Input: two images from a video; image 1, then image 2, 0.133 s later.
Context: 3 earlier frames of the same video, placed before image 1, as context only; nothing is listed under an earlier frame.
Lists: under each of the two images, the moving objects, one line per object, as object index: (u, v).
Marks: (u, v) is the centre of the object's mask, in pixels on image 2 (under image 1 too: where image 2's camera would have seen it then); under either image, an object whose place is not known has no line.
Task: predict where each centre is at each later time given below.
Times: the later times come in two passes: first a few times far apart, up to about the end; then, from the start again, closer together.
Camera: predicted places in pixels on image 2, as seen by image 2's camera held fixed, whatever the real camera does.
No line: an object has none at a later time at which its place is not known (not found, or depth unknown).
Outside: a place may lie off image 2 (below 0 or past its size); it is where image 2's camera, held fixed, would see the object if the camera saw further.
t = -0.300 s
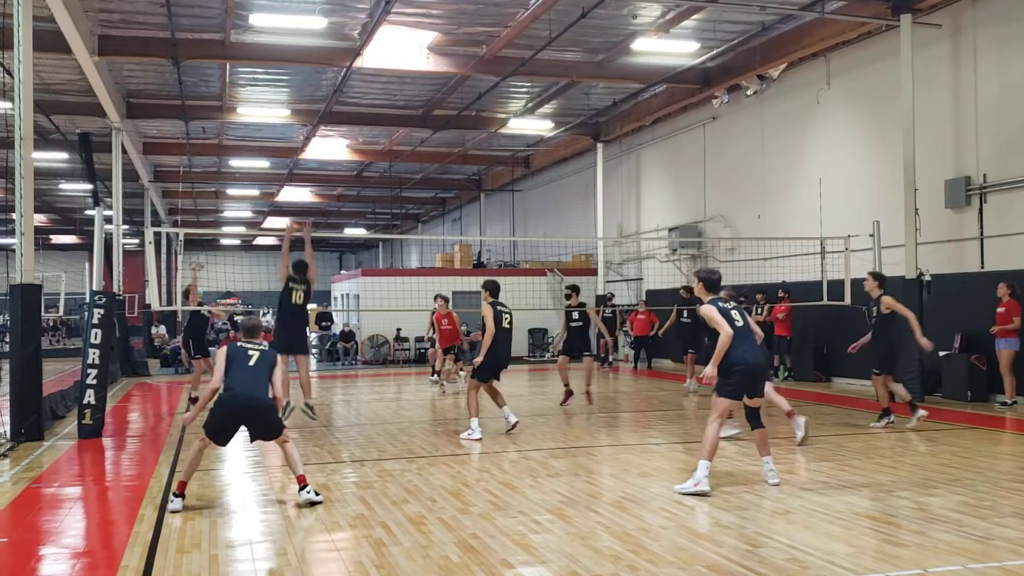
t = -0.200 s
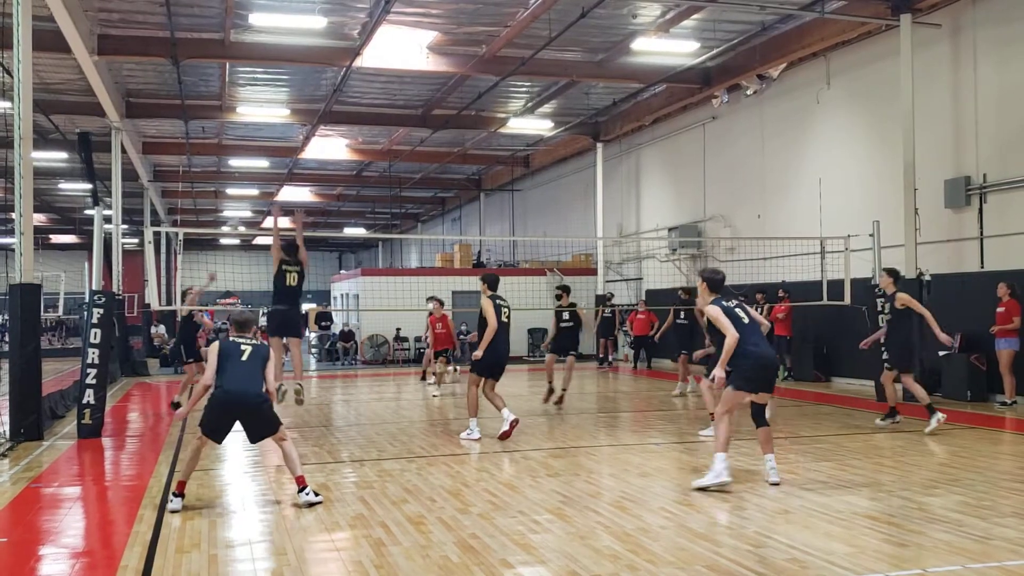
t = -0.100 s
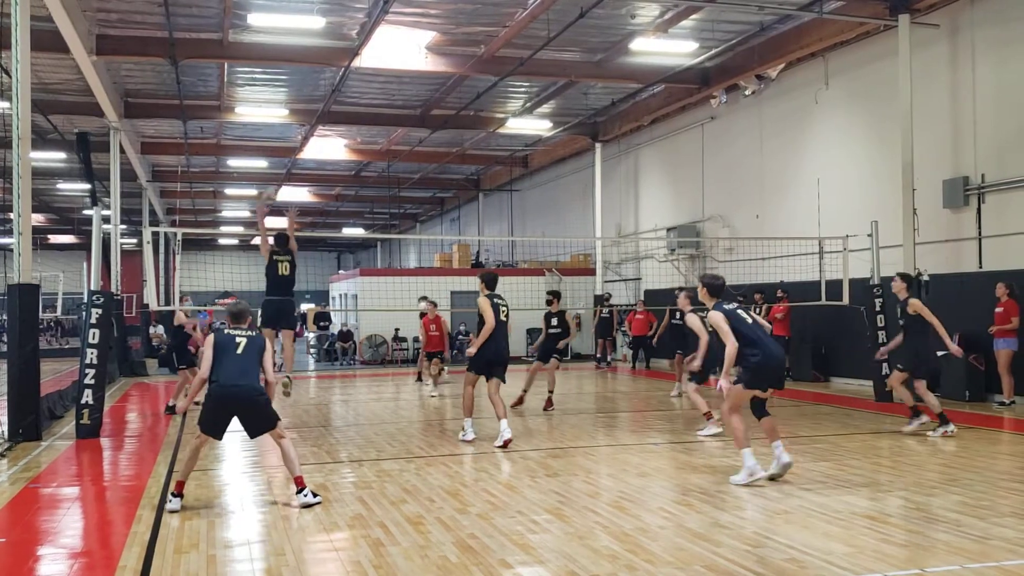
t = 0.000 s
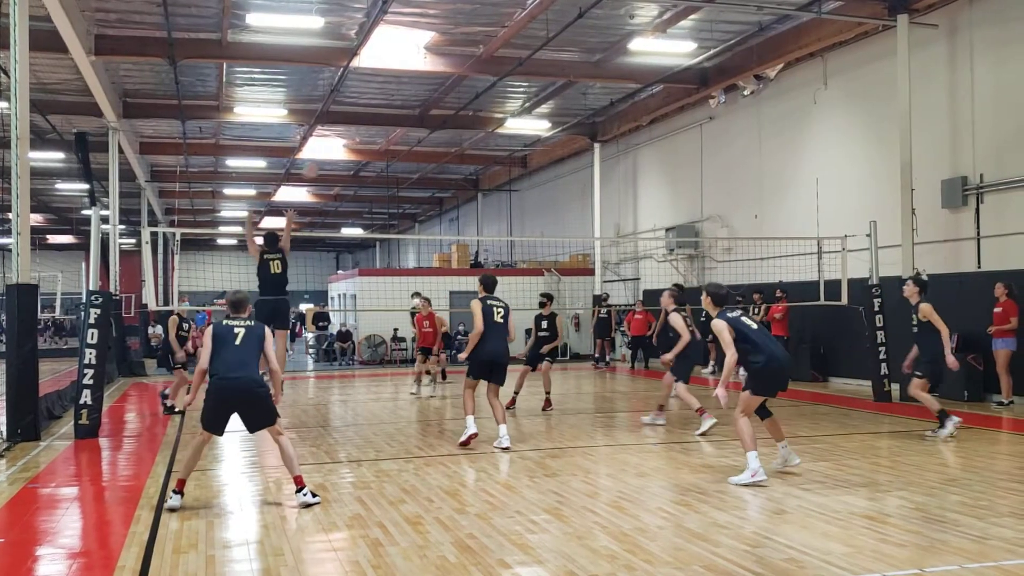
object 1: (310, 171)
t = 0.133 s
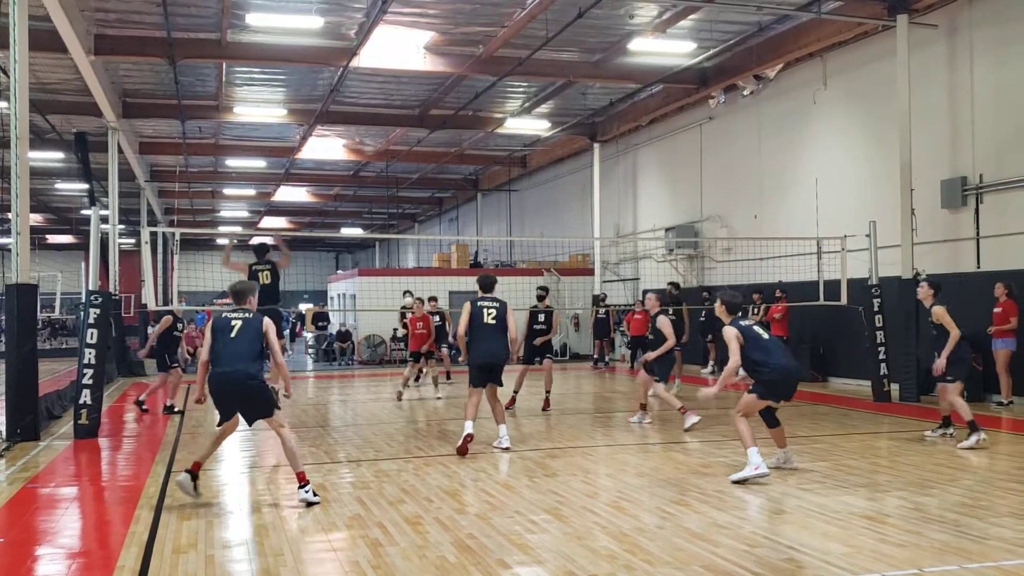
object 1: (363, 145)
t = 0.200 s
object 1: (402, 141)
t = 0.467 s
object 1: (557, 149)
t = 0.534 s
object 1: (601, 161)
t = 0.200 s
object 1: (402, 141)
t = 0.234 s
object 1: (420, 136)
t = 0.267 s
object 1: (438, 135)
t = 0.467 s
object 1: (557, 149)
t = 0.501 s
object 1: (578, 155)
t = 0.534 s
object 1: (601, 161)
